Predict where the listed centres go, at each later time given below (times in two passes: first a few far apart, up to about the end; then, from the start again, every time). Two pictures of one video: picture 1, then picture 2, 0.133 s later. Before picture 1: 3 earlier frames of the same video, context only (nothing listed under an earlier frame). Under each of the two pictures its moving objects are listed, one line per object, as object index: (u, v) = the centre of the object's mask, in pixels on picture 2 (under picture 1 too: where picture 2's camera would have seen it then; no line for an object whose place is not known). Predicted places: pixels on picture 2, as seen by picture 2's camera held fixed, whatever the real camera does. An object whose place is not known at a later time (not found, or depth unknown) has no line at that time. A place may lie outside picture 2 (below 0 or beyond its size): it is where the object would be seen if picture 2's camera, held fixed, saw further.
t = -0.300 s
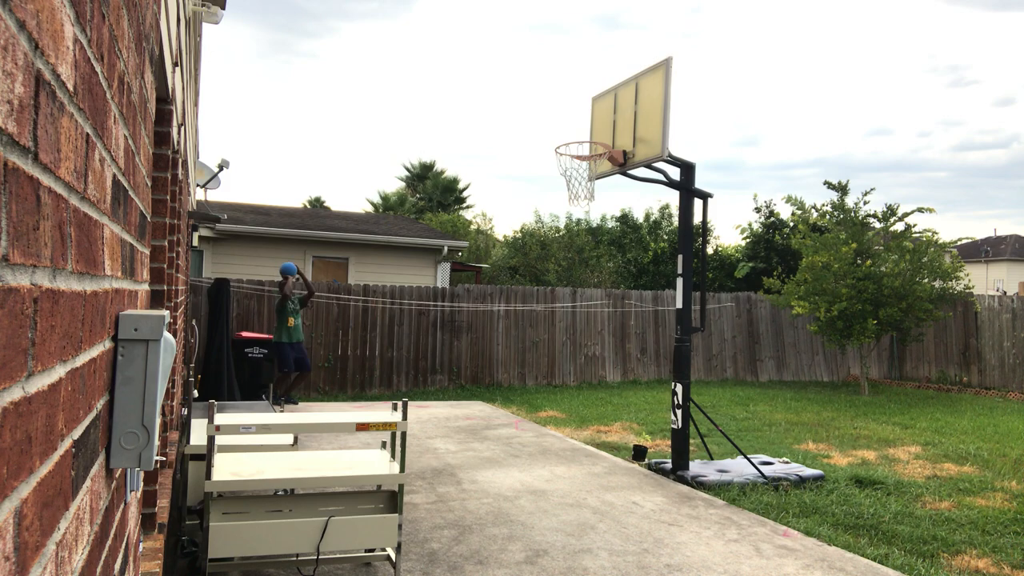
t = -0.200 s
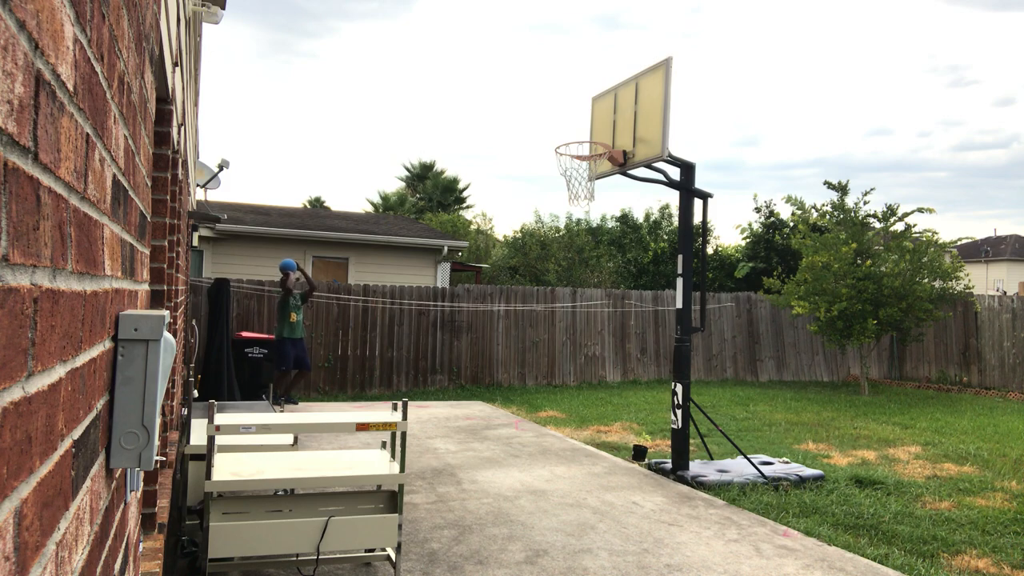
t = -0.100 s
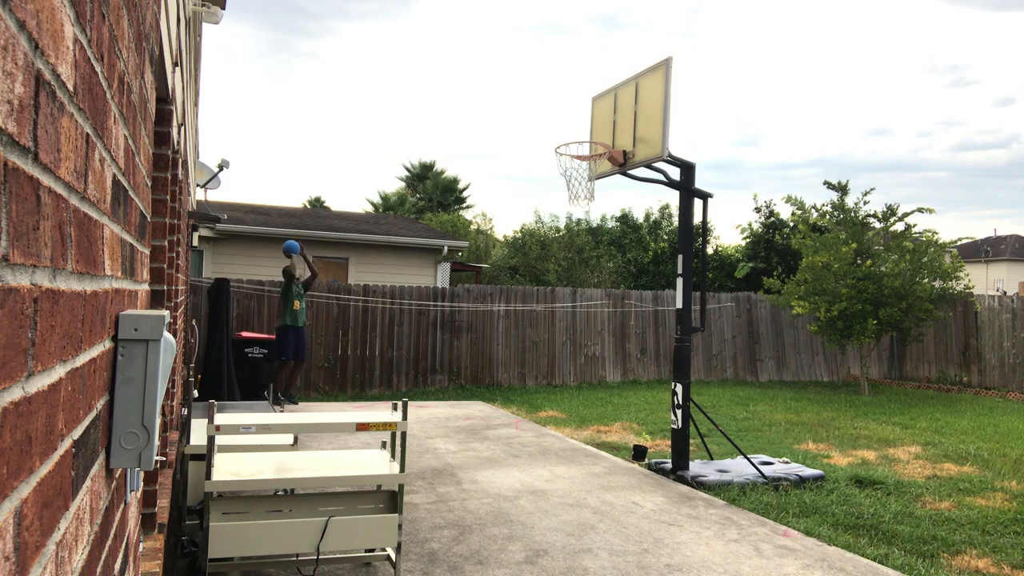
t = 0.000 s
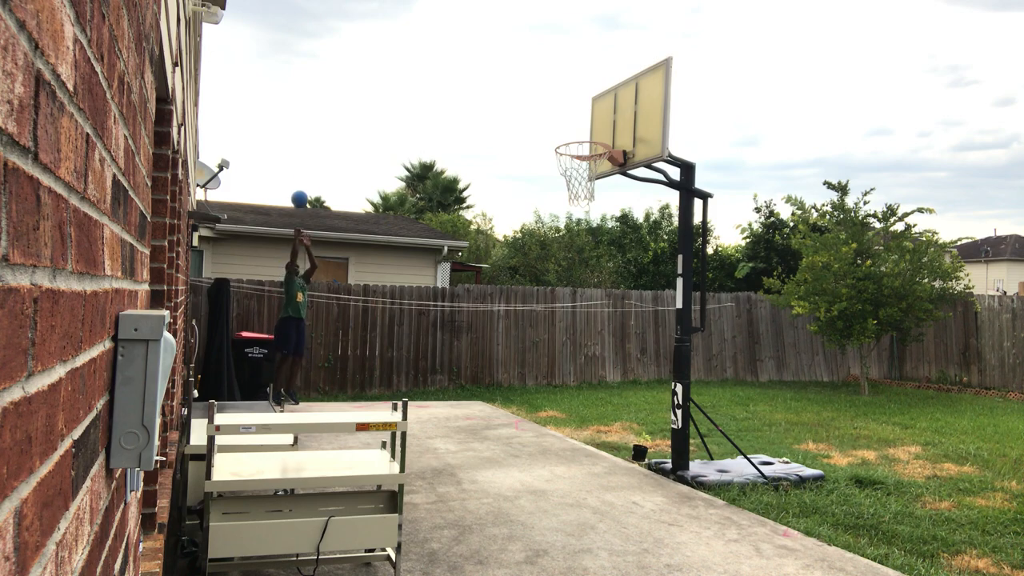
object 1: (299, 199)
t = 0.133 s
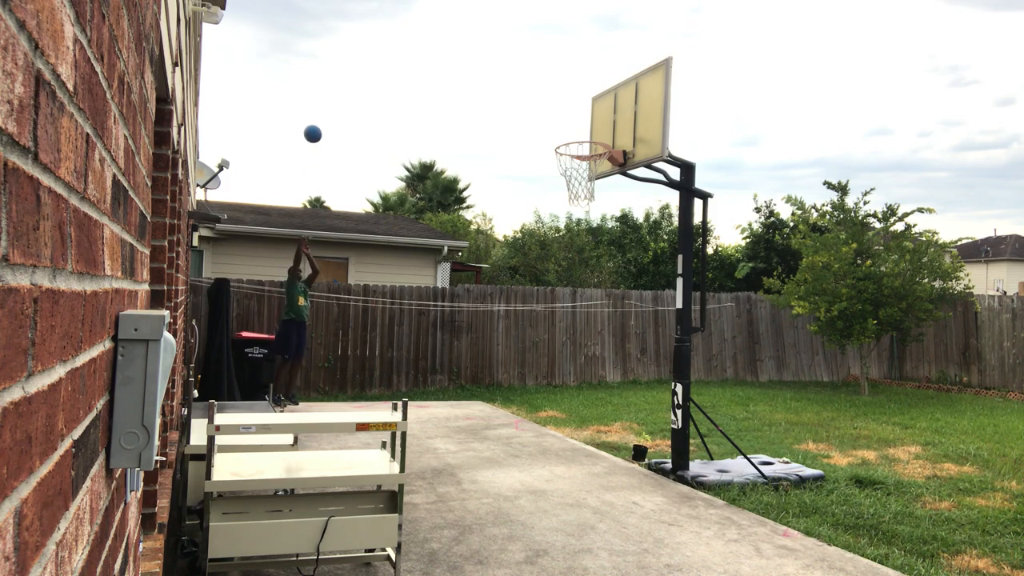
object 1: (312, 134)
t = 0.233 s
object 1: (322, 93)
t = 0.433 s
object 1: (342, 34)
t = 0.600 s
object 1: (359, 9)
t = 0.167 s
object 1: (316, 119)
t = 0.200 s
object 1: (319, 106)
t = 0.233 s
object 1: (322, 93)
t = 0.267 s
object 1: (326, 81)
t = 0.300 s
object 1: (329, 70)
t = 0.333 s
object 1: (332, 60)
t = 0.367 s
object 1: (335, 50)
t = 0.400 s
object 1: (339, 42)
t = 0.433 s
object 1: (342, 34)
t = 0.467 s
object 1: (345, 27)
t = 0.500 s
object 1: (349, 21)
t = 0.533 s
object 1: (352, 16)
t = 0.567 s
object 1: (355, 11)
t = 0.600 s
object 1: (359, 9)
